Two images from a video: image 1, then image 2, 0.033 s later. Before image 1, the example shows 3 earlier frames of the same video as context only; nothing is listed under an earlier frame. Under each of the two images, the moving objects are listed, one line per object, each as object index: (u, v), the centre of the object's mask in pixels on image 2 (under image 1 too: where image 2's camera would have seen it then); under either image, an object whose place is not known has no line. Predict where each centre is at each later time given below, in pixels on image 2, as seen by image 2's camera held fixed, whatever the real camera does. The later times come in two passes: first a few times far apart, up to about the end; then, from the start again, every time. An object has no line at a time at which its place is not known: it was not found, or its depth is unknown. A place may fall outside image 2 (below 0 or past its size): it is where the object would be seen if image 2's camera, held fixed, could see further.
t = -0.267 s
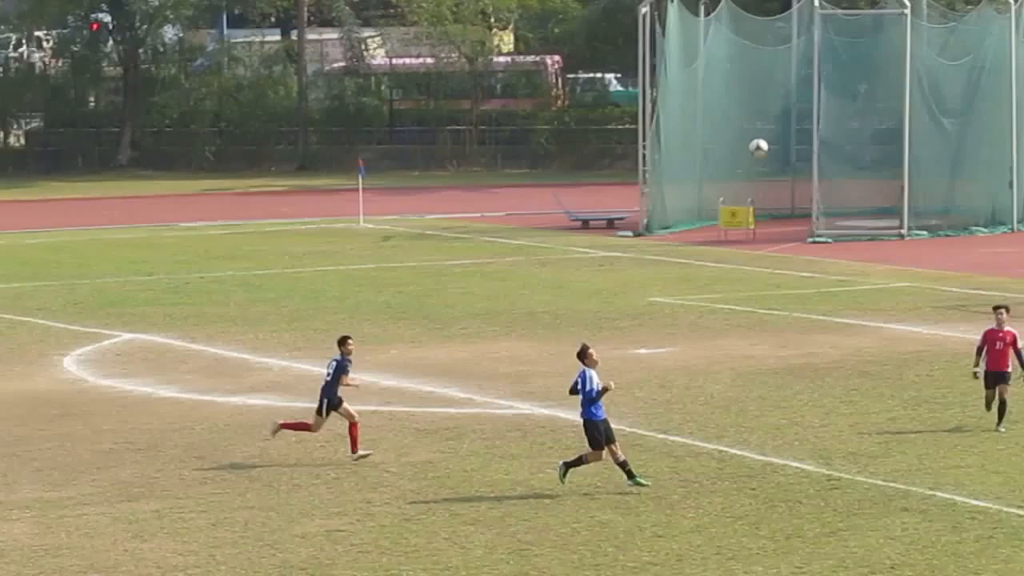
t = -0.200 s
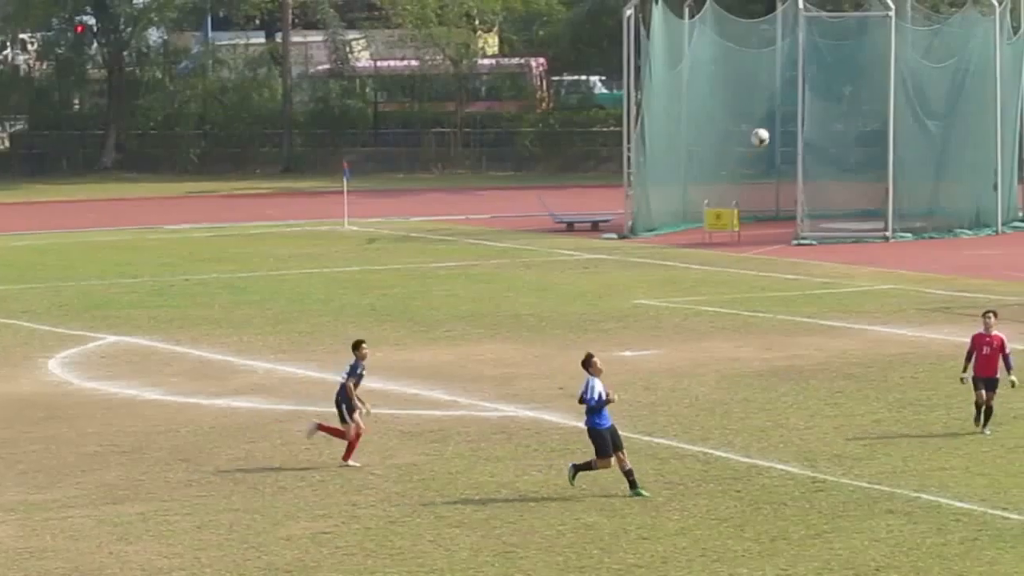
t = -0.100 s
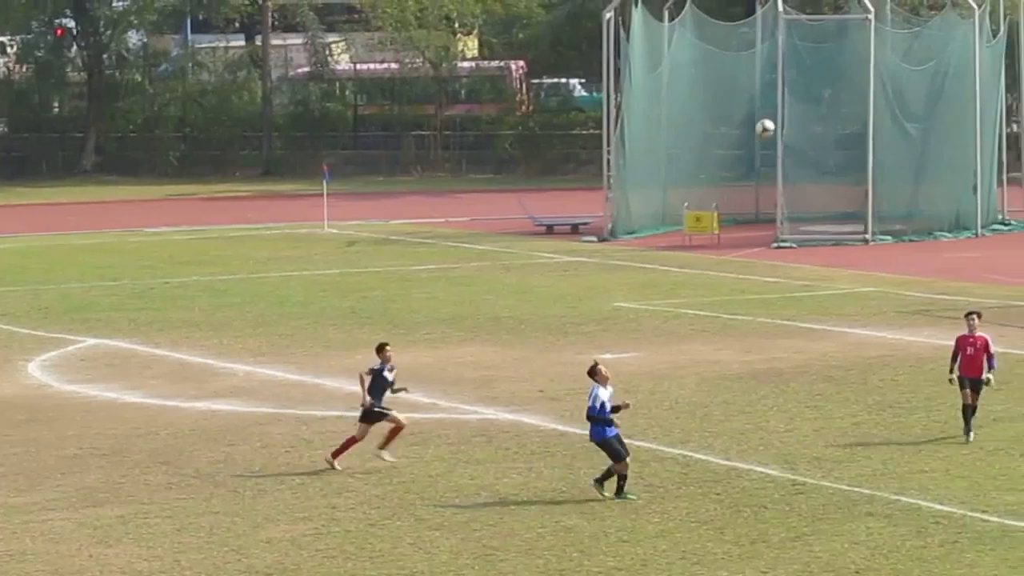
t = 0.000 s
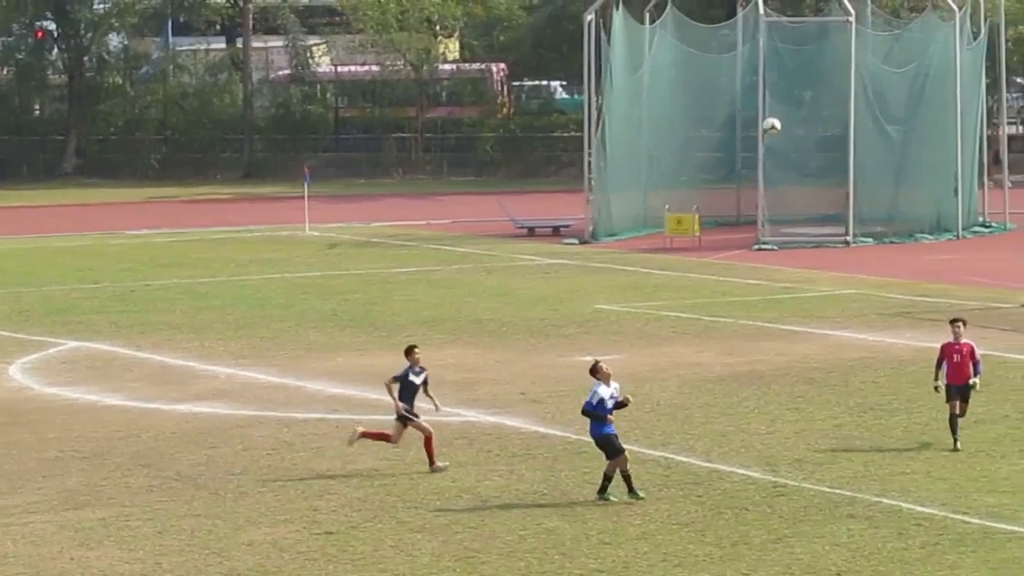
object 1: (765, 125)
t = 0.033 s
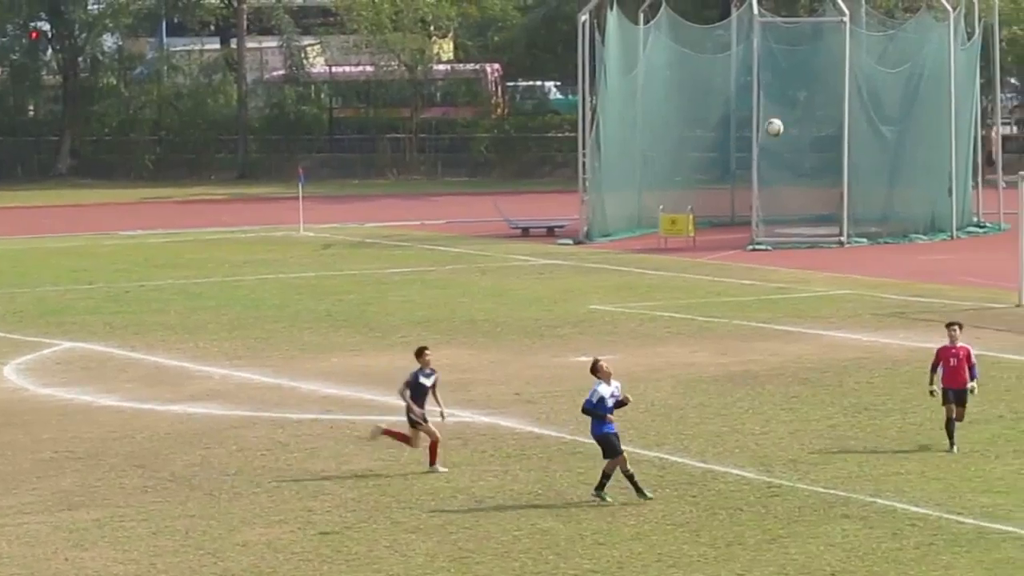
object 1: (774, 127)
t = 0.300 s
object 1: (838, 164)
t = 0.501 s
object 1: (884, 229)
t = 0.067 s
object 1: (782, 128)
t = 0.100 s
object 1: (790, 130)
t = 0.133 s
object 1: (798, 134)
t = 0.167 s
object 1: (807, 138)
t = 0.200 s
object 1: (814, 143)
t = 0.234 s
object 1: (822, 149)
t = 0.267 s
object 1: (831, 156)
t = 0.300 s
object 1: (838, 164)
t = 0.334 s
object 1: (846, 172)
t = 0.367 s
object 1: (855, 182)
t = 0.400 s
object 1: (862, 192)
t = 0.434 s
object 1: (869, 203)
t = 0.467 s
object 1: (877, 216)
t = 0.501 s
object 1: (884, 229)
